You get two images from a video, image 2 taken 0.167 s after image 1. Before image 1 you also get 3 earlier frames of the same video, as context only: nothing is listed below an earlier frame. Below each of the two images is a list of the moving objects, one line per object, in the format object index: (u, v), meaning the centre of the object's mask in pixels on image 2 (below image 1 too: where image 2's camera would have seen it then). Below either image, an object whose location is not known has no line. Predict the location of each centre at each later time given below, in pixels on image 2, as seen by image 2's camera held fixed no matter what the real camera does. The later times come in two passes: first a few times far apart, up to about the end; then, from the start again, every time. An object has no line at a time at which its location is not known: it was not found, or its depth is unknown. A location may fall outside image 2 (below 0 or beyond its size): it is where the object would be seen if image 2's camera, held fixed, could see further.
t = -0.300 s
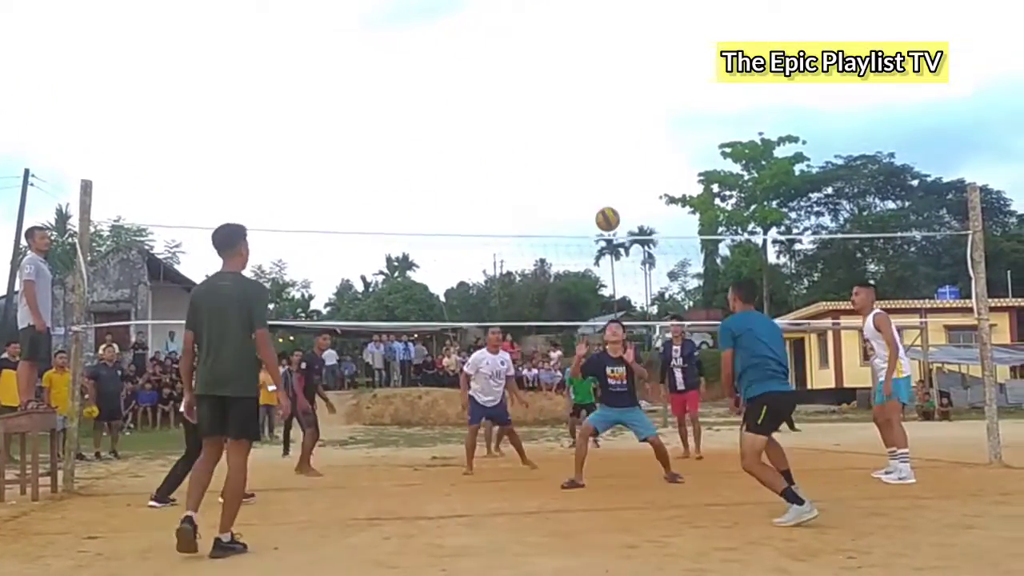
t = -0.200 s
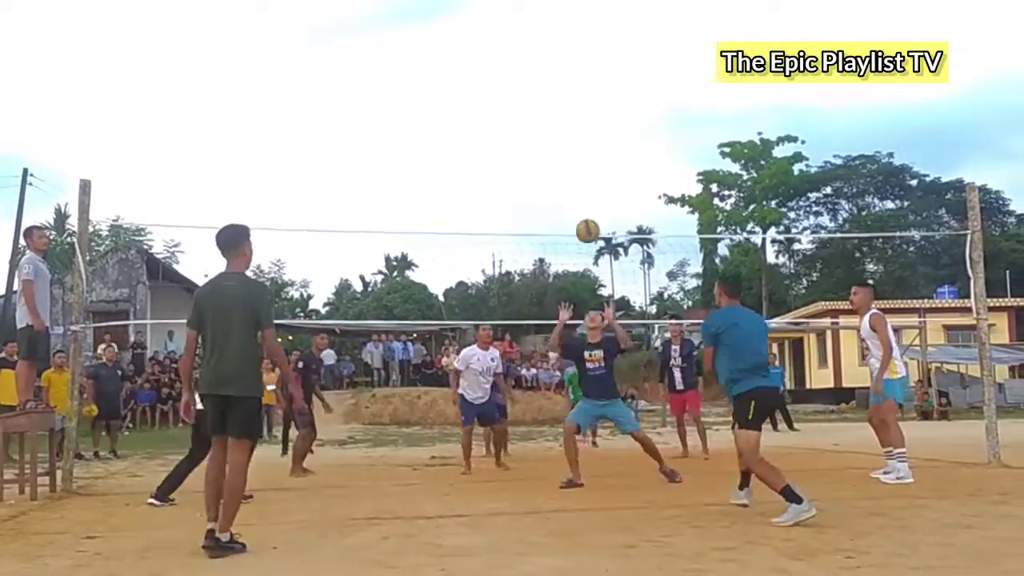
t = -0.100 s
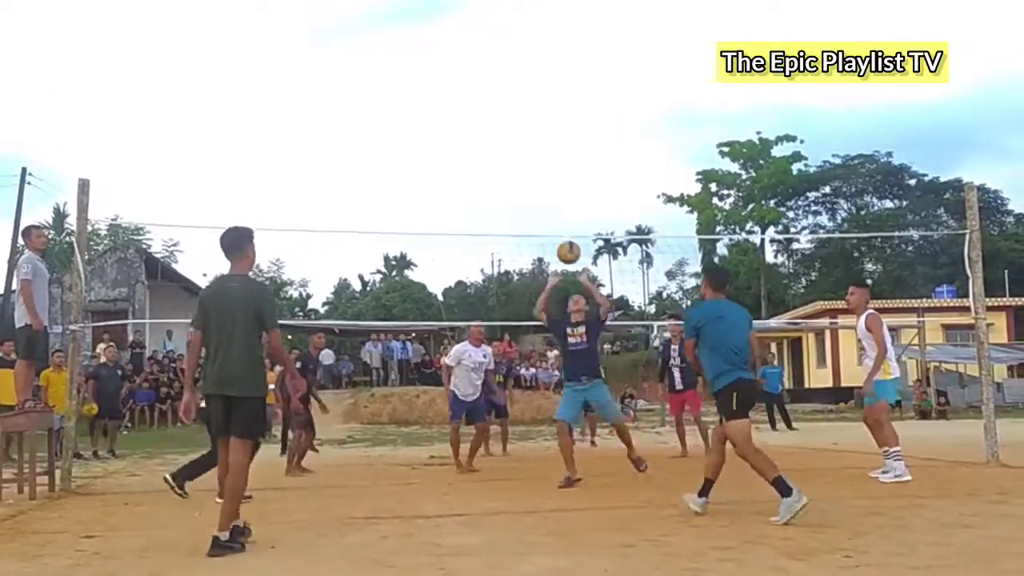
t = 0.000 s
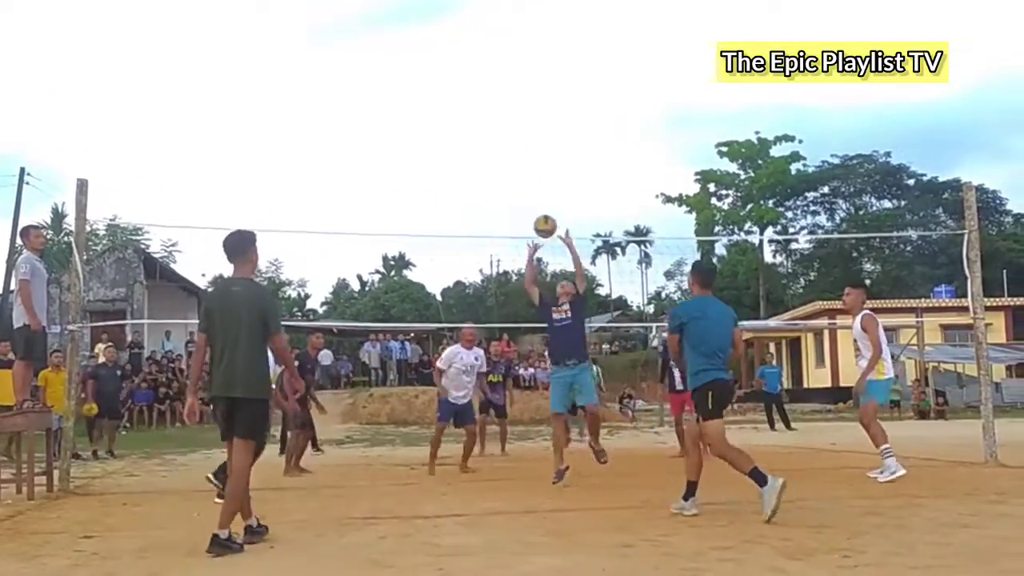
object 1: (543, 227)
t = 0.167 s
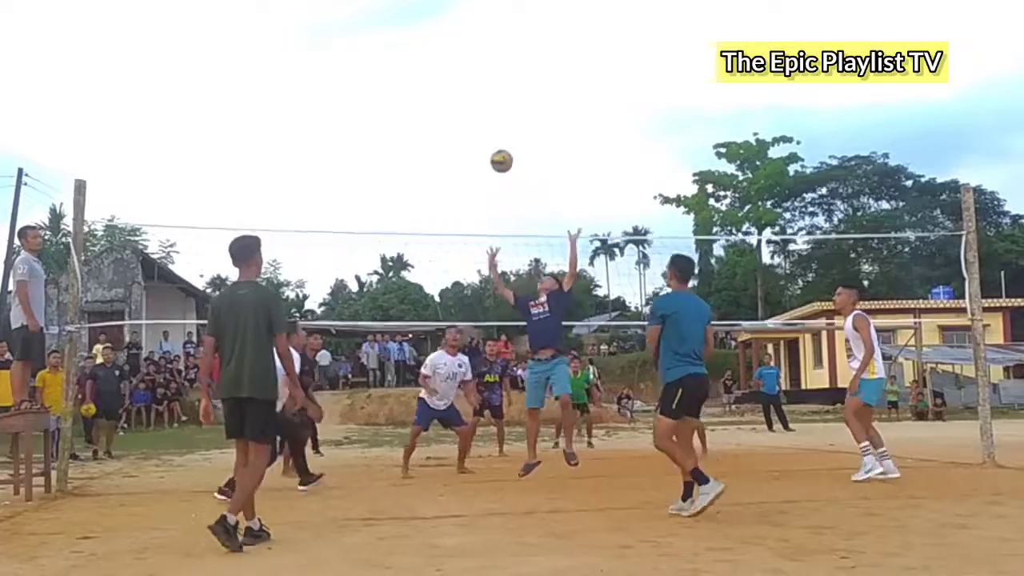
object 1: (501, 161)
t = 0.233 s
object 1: (485, 143)
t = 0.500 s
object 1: (423, 119)
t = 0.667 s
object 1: (386, 140)
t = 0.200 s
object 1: (493, 151)
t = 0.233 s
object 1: (485, 143)
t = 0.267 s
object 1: (477, 136)
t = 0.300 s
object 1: (469, 130)
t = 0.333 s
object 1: (462, 125)
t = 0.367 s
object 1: (454, 121)
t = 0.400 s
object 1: (446, 119)
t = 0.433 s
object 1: (438, 118)
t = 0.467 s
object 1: (431, 118)
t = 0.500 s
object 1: (423, 119)
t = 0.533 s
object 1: (415, 121)
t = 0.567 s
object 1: (408, 124)
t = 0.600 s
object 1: (401, 128)
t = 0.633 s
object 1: (393, 134)
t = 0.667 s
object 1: (386, 140)
